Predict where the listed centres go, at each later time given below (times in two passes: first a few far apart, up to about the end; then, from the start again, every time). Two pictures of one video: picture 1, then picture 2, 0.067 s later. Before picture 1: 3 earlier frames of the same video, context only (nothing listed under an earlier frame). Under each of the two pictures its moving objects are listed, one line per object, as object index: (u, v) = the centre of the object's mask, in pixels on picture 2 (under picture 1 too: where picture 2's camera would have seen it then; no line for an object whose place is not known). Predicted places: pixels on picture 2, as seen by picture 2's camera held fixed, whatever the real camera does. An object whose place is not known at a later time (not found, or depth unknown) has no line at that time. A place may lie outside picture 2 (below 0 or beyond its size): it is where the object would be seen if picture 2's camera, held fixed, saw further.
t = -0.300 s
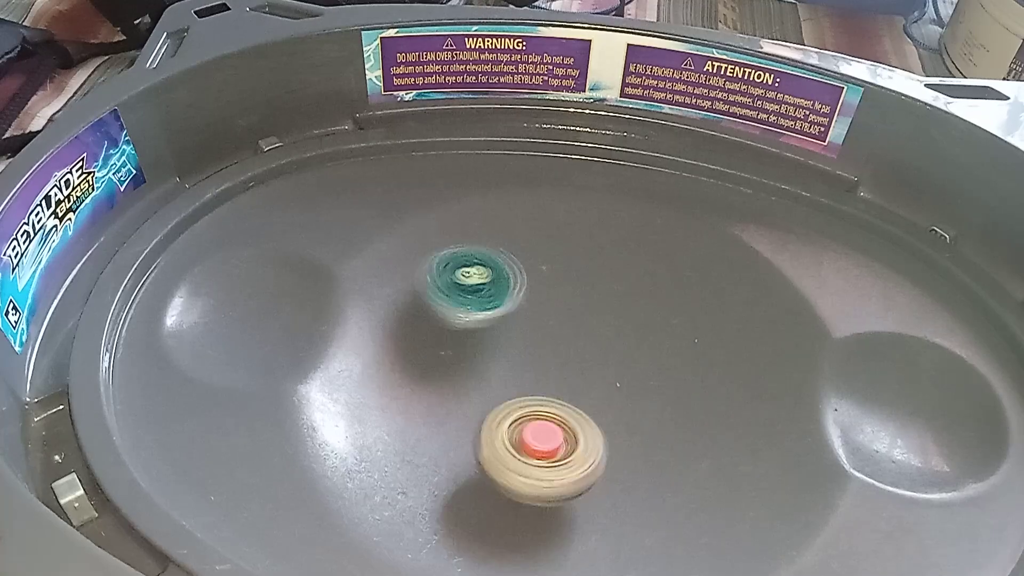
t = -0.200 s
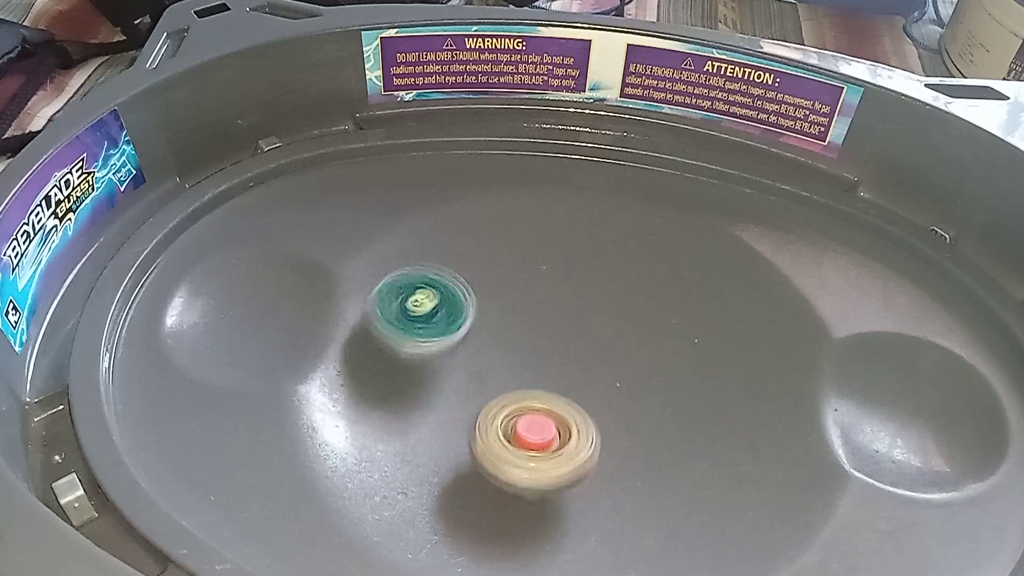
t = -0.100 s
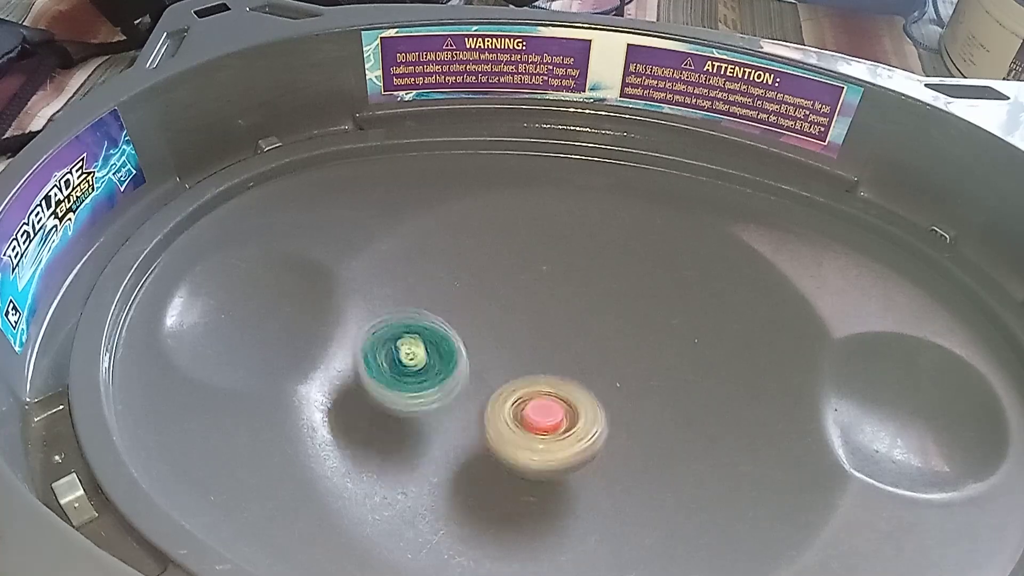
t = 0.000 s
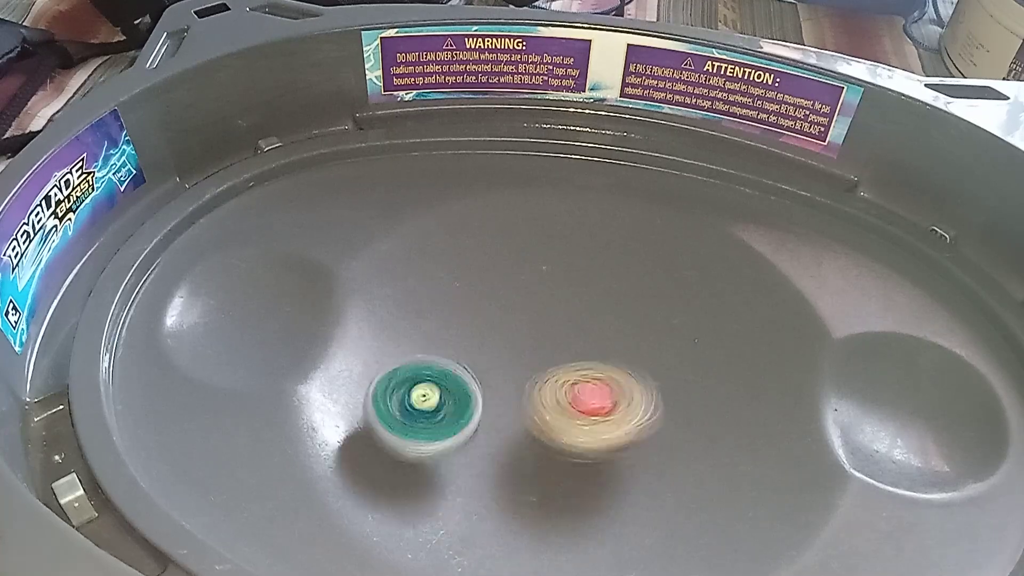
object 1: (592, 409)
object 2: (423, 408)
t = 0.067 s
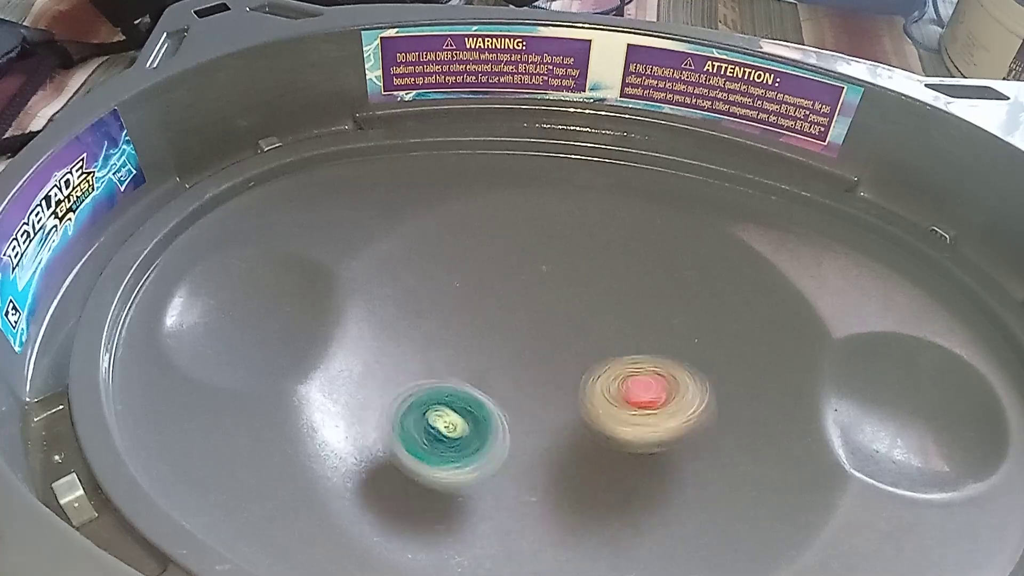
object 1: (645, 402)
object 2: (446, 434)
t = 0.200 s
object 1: (707, 404)
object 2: (543, 456)
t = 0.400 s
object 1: (743, 398)
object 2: (592, 416)
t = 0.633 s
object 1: (674, 386)
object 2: (518, 375)
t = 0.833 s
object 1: (677, 326)
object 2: (440, 439)
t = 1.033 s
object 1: (671, 332)
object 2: (536, 476)
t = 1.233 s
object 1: (632, 318)
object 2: (589, 451)
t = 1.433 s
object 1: (592, 311)
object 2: (613, 422)
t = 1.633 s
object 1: (554, 317)
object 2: (624, 418)
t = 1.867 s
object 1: (510, 341)
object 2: (611, 427)
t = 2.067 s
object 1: (486, 369)
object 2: (627, 418)
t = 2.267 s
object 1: (467, 398)
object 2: (623, 383)
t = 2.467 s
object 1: (480, 413)
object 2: (581, 371)
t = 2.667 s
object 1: (512, 435)
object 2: (609, 361)
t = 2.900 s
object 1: (560, 437)
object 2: (586, 327)
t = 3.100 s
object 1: (590, 509)
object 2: (566, 283)
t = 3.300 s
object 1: (581, 472)
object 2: (547, 338)
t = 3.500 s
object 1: (592, 512)
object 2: (585, 342)
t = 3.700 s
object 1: (550, 477)
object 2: (643, 369)
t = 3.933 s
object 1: (521, 421)
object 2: (663, 381)
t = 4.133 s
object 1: (500, 380)
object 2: (637, 414)
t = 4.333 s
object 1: (479, 354)
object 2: (622, 436)
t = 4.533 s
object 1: (494, 350)
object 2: (578, 426)
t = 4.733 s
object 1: (515, 345)
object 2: (609, 413)
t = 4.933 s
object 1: (530, 317)
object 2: (624, 397)
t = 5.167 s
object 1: (544, 302)
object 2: (666, 418)
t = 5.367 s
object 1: (563, 311)
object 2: (639, 411)
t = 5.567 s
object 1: (581, 326)
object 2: (628, 444)
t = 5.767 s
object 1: (609, 326)
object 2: (592, 449)
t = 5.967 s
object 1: (634, 319)
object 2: (566, 459)
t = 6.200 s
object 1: (644, 345)
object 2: (541, 407)
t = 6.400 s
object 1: (645, 377)
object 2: (521, 361)
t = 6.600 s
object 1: (656, 404)
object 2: (517, 337)
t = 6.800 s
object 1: (667, 422)
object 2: (564, 351)
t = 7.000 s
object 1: (654, 430)
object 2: (592, 345)
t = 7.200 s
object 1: (636, 451)
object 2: (560, 329)
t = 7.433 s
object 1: (601, 461)
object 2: (561, 369)
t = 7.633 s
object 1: (587, 457)
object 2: (589, 364)
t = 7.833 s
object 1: (581, 443)
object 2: (581, 348)
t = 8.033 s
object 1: (564, 449)
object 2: (562, 333)
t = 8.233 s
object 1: (549, 439)
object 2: (576, 347)
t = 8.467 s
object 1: (534, 431)
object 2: (617, 340)
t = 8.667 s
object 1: (537, 421)
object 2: (618, 335)
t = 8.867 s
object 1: (526, 420)
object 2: (621, 371)
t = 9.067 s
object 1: (511, 421)
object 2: (672, 365)
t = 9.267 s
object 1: (539, 399)
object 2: (666, 380)
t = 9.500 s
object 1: (534, 393)
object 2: (654, 405)
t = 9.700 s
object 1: (525, 395)
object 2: (666, 418)
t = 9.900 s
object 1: (496, 368)
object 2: (673, 433)
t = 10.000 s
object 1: (493, 364)
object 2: (672, 424)
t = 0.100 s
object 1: (668, 401)
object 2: (468, 446)
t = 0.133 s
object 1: (687, 401)
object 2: (492, 453)
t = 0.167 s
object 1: (699, 403)
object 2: (518, 457)
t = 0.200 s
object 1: (707, 404)
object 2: (543, 456)
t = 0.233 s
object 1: (714, 406)
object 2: (566, 451)
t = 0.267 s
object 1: (719, 408)
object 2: (587, 445)
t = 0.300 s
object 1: (725, 408)
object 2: (604, 436)
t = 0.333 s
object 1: (738, 402)
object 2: (597, 433)
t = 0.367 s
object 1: (744, 398)
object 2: (592, 427)
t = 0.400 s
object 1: (743, 398)
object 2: (592, 416)
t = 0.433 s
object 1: (740, 397)
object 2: (589, 405)
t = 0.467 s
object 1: (733, 397)
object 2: (581, 394)
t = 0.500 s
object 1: (723, 396)
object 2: (570, 383)
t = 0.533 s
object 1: (712, 394)
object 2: (557, 376)
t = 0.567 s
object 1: (700, 392)
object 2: (543, 372)
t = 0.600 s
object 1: (687, 390)
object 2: (528, 371)
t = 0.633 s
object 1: (674, 386)
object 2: (518, 375)
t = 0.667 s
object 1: (657, 381)
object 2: (509, 382)
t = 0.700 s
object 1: (640, 375)
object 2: (507, 392)
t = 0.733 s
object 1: (624, 370)
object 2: (512, 401)
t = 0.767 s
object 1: (642, 354)
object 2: (482, 412)
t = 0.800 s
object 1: (664, 337)
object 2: (452, 427)
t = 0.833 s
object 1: (677, 326)
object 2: (440, 439)
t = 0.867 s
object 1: (681, 323)
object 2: (444, 452)
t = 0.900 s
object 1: (683, 322)
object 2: (455, 464)
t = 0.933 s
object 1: (683, 323)
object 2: (473, 475)
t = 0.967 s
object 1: (681, 324)
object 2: (493, 479)
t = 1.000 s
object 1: (677, 328)
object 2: (516, 480)
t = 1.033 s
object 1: (671, 332)
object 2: (536, 476)
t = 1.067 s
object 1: (663, 336)
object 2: (556, 468)
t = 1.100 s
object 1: (654, 341)
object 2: (571, 458)
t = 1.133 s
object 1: (645, 345)
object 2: (583, 445)
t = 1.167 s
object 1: (637, 346)
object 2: (589, 439)
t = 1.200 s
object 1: (635, 328)
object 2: (587, 448)
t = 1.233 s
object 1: (632, 318)
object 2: (589, 451)
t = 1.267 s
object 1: (627, 315)
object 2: (597, 445)
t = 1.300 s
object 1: (621, 317)
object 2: (605, 436)
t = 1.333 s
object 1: (615, 321)
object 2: (610, 424)
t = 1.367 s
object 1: (609, 321)
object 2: (611, 418)
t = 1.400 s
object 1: (601, 319)
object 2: (612, 415)
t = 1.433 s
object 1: (592, 311)
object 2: (613, 422)
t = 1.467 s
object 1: (584, 309)
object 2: (617, 427)
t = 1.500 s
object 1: (578, 309)
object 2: (622, 429)
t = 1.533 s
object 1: (572, 310)
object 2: (627, 429)
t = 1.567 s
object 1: (566, 310)
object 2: (629, 427)
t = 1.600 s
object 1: (560, 312)
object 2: (628, 423)
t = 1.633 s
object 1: (554, 317)
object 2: (624, 418)
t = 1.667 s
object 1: (549, 321)
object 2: (617, 413)
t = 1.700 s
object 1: (543, 326)
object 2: (608, 412)
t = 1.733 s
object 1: (533, 324)
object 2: (608, 417)
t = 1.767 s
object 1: (525, 328)
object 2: (608, 422)
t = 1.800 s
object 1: (519, 332)
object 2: (609, 425)
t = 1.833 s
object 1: (514, 336)
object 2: (610, 427)
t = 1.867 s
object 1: (510, 341)
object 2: (611, 427)
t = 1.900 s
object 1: (508, 346)
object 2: (611, 426)
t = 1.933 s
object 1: (505, 351)
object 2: (610, 424)
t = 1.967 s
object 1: (504, 359)
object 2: (608, 421)
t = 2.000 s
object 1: (500, 363)
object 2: (614, 421)
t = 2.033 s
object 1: (490, 364)
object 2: (622, 421)
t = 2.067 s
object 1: (486, 369)
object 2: (627, 418)
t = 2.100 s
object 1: (484, 373)
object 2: (628, 412)
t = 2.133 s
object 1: (484, 378)
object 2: (626, 405)
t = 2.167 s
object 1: (485, 384)
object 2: (620, 400)
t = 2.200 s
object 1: (487, 390)
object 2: (610, 394)
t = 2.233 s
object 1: (475, 396)
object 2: (617, 389)
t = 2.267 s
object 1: (467, 398)
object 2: (623, 383)
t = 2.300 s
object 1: (463, 402)
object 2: (624, 375)
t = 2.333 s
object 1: (463, 406)
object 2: (619, 367)
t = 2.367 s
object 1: (464, 407)
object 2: (611, 363)
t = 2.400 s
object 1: (468, 409)
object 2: (599, 362)
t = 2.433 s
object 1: (474, 411)
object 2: (589, 366)
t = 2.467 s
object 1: (480, 413)
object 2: (581, 371)
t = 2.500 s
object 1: (482, 420)
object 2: (586, 372)
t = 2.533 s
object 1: (487, 423)
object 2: (589, 371)
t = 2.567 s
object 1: (493, 425)
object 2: (592, 371)
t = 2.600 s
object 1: (503, 426)
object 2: (595, 370)
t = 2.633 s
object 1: (513, 427)
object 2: (597, 370)
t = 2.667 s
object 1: (512, 435)
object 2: (609, 361)
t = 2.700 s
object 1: (514, 440)
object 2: (619, 351)
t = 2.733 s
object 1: (521, 442)
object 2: (622, 341)
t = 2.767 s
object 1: (528, 443)
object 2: (622, 333)
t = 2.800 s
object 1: (535, 443)
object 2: (616, 325)
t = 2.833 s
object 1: (543, 443)
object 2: (606, 321)
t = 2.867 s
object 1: (552, 440)
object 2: (596, 321)
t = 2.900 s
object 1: (560, 437)
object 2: (586, 327)
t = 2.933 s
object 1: (567, 434)
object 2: (580, 337)
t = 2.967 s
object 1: (575, 449)
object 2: (580, 337)
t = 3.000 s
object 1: (582, 481)
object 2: (584, 310)
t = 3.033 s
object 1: (587, 500)
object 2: (582, 294)
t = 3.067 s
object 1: (591, 509)
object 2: (575, 287)
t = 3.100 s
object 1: (590, 509)
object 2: (566, 283)
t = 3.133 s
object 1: (587, 506)
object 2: (555, 284)
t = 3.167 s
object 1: (585, 502)
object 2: (545, 290)
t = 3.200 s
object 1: (585, 495)
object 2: (540, 300)
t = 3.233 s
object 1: (584, 487)
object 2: (539, 311)
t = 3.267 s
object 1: (582, 480)
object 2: (541, 324)
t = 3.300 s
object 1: (581, 472)
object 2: (547, 338)
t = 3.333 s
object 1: (580, 463)
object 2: (554, 350)
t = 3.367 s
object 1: (578, 456)
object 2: (563, 361)
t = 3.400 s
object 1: (582, 472)
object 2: (569, 356)
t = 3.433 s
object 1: (588, 495)
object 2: (574, 341)
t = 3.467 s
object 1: (593, 509)
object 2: (579, 338)
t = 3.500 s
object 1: (592, 512)
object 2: (585, 342)
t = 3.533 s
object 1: (585, 508)
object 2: (594, 347)
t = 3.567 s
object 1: (575, 504)
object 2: (603, 353)
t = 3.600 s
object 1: (567, 499)
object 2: (612, 358)
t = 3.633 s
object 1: (560, 491)
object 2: (623, 363)
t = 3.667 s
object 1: (554, 485)
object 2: (633, 366)
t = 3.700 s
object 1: (550, 477)
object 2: (643, 369)
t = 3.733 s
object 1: (545, 470)
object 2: (653, 371)
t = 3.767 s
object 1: (540, 461)
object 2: (661, 373)
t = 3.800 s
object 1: (537, 453)
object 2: (665, 375)
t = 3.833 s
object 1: (532, 447)
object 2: (667, 376)
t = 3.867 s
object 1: (528, 437)
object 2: (668, 377)
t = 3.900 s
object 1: (526, 429)
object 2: (665, 379)
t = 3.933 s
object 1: (521, 421)
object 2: (663, 381)
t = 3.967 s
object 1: (517, 413)
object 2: (660, 385)
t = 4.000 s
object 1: (515, 407)
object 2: (656, 390)
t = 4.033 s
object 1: (511, 400)
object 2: (653, 396)
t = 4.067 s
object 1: (508, 393)
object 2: (647, 402)
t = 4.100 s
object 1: (504, 387)
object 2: (641, 408)
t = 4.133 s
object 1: (500, 380)
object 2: (637, 414)
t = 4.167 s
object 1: (497, 374)
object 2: (633, 421)
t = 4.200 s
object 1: (493, 370)
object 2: (631, 427)
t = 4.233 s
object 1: (490, 365)
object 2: (628, 432)
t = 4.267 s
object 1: (486, 361)
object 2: (627, 435)
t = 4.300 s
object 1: (482, 358)
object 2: (625, 436)
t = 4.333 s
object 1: (479, 354)
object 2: (622, 436)
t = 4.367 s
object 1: (477, 351)
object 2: (618, 435)
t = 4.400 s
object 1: (476, 348)
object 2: (613, 434)
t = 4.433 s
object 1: (479, 347)
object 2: (606, 432)
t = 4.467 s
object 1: (482, 346)
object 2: (598, 429)
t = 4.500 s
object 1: (488, 348)
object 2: (588, 428)
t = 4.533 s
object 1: (494, 350)
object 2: (578, 426)
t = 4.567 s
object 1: (492, 347)
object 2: (581, 430)
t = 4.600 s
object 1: (489, 345)
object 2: (590, 433)
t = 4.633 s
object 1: (496, 344)
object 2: (599, 432)
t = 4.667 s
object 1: (502, 344)
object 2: (606, 428)
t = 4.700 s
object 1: (509, 344)
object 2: (610, 420)
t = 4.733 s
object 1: (515, 345)
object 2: (609, 413)
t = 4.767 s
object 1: (514, 337)
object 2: (618, 411)
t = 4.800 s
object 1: (510, 325)
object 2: (626, 412)
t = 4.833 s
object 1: (512, 324)
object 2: (630, 410)
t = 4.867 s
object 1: (517, 322)
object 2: (631, 406)
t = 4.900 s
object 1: (523, 320)
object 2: (629, 402)
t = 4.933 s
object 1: (530, 317)
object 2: (624, 397)
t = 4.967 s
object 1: (535, 317)
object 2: (615, 393)
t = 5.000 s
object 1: (533, 310)
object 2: (619, 401)
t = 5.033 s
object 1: (529, 302)
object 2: (629, 411)
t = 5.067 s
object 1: (530, 301)
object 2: (639, 415)
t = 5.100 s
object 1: (534, 300)
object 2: (649, 419)
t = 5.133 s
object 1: (539, 300)
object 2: (659, 420)
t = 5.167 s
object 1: (544, 302)
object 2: (666, 418)
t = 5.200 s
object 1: (548, 304)
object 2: (668, 415)
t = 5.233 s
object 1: (554, 307)
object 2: (668, 410)
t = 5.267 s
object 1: (558, 312)
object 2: (662, 405)
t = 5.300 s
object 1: (562, 316)
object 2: (651, 402)
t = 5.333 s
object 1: (568, 318)
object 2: (640, 401)
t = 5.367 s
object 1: (563, 311)
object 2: (639, 411)
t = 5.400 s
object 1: (561, 308)
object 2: (636, 419)
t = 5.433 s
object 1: (563, 311)
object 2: (634, 426)
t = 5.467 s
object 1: (568, 315)
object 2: (632, 433)
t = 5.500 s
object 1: (572, 317)
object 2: (631, 439)
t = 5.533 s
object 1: (577, 322)
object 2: (629, 443)
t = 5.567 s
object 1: (581, 326)
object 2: (628, 444)
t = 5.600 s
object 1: (586, 328)
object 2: (625, 444)
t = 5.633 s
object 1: (589, 334)
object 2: (621, 442)
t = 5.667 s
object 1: (594, 337)
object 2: (615, 440)
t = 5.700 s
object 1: (599, 343)
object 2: (609, 437)
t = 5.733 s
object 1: (603, 338)
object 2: (601, 442)
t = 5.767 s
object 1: (609, 326)
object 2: (592, 449)
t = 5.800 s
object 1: (610, 320)
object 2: (586, 454)
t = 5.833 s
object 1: (613, 317)
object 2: (580, 459)
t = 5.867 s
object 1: (618, 319)
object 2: (574, 462)
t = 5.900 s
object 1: (624, 319)
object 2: (570, 464)
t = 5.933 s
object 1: (629, 319)
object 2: (568, 463)
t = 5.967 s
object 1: (634, 319)
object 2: (566, 459)
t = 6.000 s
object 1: (638, 320)
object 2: (563, 455)
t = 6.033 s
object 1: (642, 321)
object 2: (560, 448)
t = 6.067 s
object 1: (643, 325)
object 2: (558, 440)
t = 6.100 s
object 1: (644, 329)
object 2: (553, 432)
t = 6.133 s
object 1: (645, 335)
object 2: (549, 423)
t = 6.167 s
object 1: (645, 339)
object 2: (545, 416)
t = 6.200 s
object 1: (644, 345)
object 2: (541, 407)
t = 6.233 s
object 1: (644, 349)
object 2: (536, 400)
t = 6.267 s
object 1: (644, 356)
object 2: (533, 391)
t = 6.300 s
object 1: (644, 360)
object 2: (529, 383)
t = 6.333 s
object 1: (644, 367)
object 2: (526, 375)
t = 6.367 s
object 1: (643, 372)
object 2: (523, 368)
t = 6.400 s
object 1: (645, 377)
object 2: (521, 361)
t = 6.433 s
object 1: (645, 381)
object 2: (518, 354)
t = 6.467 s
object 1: (648, 387)
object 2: (517, 348)
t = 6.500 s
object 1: (649, 392)
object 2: (515, 343)
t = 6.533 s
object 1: (652, 395)
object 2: (514, 339)
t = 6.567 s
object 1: (654, 400)
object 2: (515, 337)
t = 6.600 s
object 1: (656, 404)
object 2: (517, 337)
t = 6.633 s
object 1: (658, 408)
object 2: (522, 339)
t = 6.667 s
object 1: (661, 411)
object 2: (527, 341)
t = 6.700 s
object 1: (664, 416)
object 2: (535, 343)
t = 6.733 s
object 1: (665, 417)
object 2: (545, 346)
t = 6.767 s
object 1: (666, 421)
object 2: (553, 348)
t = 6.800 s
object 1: (667, 422)
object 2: (564, 351)
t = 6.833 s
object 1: (664, 423)
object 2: (573, 352)
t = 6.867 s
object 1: (662, 425)
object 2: (580, 353)
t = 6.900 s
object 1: (665, 427)
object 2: (584, 349)
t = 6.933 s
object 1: (663, 427)
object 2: (587, 347)
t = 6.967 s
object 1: (658, 430)
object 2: (590, 345)
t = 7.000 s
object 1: (654, 430)
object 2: (592, 345)
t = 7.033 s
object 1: (648, 429)
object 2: (594, 345)
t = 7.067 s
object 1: (645, 434)
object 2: (593, 342)
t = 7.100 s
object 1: (648, 446)
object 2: (586, 333)
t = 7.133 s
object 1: (646, 450)
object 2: (577, 329)
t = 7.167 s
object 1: (642, 451)
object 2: (568, 328)
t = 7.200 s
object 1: (636, 451)
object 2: (560, 329)
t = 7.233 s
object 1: (629, 454)
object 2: (553, 334)
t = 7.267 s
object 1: (623, 455)
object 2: (550, 341)
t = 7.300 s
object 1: (616, 455)
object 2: (548, 349)
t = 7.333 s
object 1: (610, 454)
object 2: (551, 357)
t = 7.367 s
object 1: (603, 453)
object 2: (554, 364)
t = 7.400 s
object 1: (600, 457)
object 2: (556, 368)
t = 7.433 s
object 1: (601, 461)
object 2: (561, 369)
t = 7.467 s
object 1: (601, 464)
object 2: (566, 369)
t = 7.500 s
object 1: (598, 461)
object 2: (571, 369)
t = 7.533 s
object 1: (593, 460)
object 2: (577, 368)
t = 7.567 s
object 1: (590, 459)
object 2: (583, 367)
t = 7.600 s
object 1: (587, 458)
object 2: (586, 366)
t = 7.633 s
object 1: (587, 457)
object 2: (589, 364)
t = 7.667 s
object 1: (586, 456)
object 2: (591, 362)
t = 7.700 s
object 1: (587, 456)
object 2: (592, 358)
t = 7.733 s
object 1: (585, 453)
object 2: (591, 353)
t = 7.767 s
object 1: (585, 449)
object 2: (588, 350)
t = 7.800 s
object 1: (582, 448)
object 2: (585, 348)
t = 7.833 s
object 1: (581, 443)
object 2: (581, 348)
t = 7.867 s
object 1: (579, 440)
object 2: (578, 348)
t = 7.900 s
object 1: (577, 447)
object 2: (576, 344)
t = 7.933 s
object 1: (574, 454)
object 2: (574, 338)
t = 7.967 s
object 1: (572, 456)
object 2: (570, 334)
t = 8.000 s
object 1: (571, 453)
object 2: (565, 332)
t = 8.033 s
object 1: (564, 449)
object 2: (562, 333)
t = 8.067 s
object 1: (559, 445)
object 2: (559, 338)
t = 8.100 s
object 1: (553, 443)
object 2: (560, 342)
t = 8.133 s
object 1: (551, 441)
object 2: (562, 348)
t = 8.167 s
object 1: (549, 444)
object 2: (567, 348)
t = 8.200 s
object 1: (549, 445)
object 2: (572, 347)
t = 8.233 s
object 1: (549, 439)
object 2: (576, 347)
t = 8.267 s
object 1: (546, 435)
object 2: (581, 347)
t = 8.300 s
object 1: (544, 431)
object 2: (587, 348)
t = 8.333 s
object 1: (542, 429)
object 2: (591, 349)
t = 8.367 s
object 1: (542, 428)
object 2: (598, 351)
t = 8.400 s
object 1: (542, 426)
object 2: (602, 351)
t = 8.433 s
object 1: (536, 429)
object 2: (611, 346)
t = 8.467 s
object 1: (534, 431)
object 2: (617, 340)
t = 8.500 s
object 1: (534, 430)
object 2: (620, 336)
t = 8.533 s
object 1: (532, 428)
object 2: (622, 333)
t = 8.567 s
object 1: (530, 427)
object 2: (623, 330)
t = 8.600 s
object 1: (531, 426)
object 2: (623, 330)
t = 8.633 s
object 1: (535, 424)
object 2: (621, 331)
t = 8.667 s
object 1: (537, 421)
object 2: (618, 335)
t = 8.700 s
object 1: (537, 417)
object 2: (616, 342)
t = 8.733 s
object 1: (535, 415)
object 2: (615, 347)
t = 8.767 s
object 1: (535, 414)
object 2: (615, 354)
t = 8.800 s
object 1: (528, 418)
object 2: (616, 359)
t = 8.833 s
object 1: (526, 420)
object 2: (617, 366)
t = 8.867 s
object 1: (526, 420)
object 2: (621, 371)
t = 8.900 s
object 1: (512, 425)
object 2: (636, 367)
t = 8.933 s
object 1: (503, 429)
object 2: (649, 366)
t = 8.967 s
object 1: (502, 431)
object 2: (656, 364)
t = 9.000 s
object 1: (504, 429)
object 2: (661, 365)
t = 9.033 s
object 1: (507, 425)
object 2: (667, 364)
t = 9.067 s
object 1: (511, 421)
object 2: (672, 365)
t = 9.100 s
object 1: (513, 419)
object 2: (673, 365)
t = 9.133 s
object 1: (517, 416)
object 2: (672, 366)
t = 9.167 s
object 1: (524, 411)
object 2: (669, 368)
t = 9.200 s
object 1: (532, 408)
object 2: (664, 373)
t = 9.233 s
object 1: (541, 403)
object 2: (659, 377)
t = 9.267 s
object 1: (539, 399)
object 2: (666, 380)
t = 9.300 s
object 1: (536, 396)
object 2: (668, 383)
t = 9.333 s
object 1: (535, 395)
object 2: (668, 387)
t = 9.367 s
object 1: (535, 395)
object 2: (669, 391)
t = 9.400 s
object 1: (536, 394)
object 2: (668, 396)
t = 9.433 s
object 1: (534, 394)
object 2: (665, 399)
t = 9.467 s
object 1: (534, 393)
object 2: (661, 402)
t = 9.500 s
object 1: (534, 393)
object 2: (654, 405)
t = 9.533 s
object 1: (527, 391)
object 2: (660, 409)
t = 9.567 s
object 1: (520, 390)
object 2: (663, 411)
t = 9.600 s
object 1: (519, 393)
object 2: (666, 414)
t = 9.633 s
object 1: (519, 394)
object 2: (669, 416)
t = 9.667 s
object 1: (522, 395)
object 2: (669, 417)
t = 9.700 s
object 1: (525, 395)
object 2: (666, 418)
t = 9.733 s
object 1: (529, 393)
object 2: (662, 418)
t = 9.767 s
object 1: (532, 393)
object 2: (657, 418)
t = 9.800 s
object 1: (533, 394)
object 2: (654, 418)
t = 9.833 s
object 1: (514, 383)
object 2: (672, 426)
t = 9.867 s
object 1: (504, 374)
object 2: (676, 431)
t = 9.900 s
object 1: (496, 368)
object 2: (673, 433)
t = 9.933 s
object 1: (492, 365)
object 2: (670, 429)
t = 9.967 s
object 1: (492, 363)
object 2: (670, 426)
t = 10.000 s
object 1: (493, 364)
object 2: (672, 424)
